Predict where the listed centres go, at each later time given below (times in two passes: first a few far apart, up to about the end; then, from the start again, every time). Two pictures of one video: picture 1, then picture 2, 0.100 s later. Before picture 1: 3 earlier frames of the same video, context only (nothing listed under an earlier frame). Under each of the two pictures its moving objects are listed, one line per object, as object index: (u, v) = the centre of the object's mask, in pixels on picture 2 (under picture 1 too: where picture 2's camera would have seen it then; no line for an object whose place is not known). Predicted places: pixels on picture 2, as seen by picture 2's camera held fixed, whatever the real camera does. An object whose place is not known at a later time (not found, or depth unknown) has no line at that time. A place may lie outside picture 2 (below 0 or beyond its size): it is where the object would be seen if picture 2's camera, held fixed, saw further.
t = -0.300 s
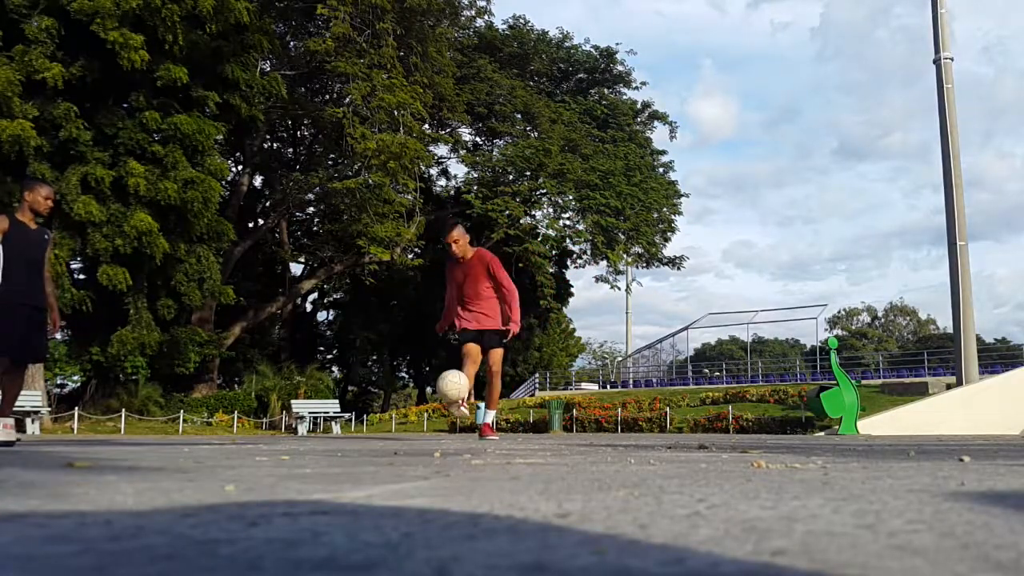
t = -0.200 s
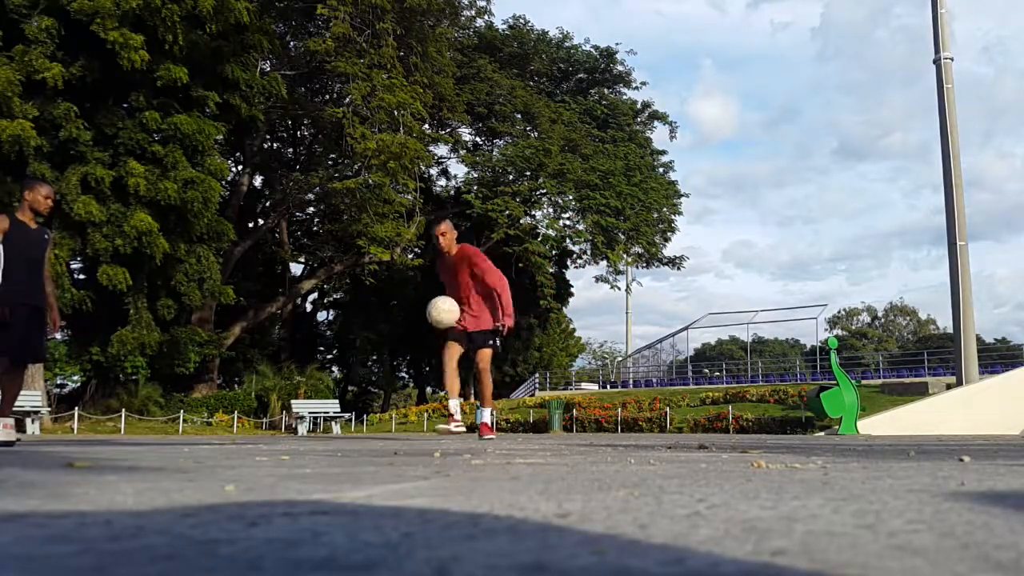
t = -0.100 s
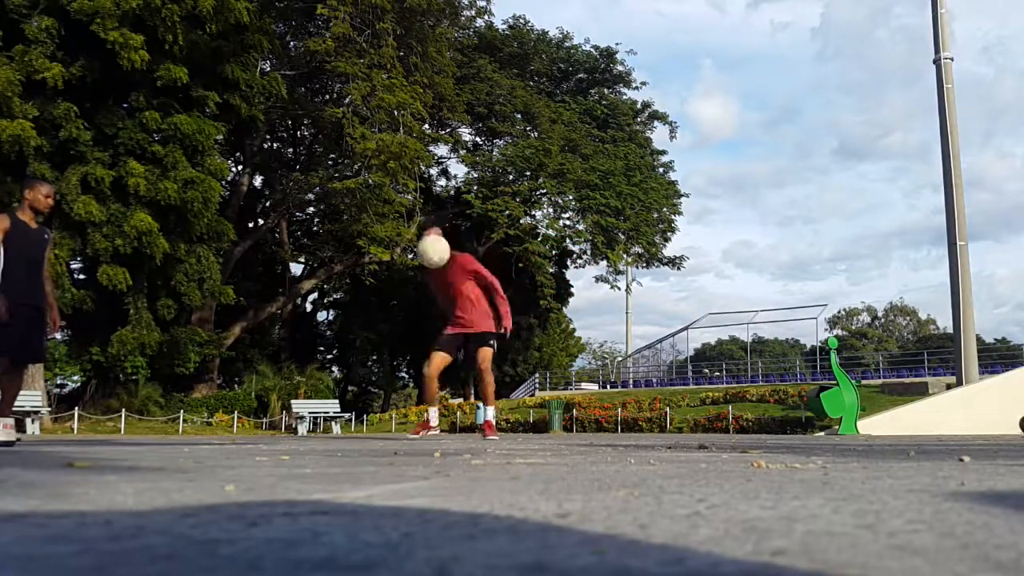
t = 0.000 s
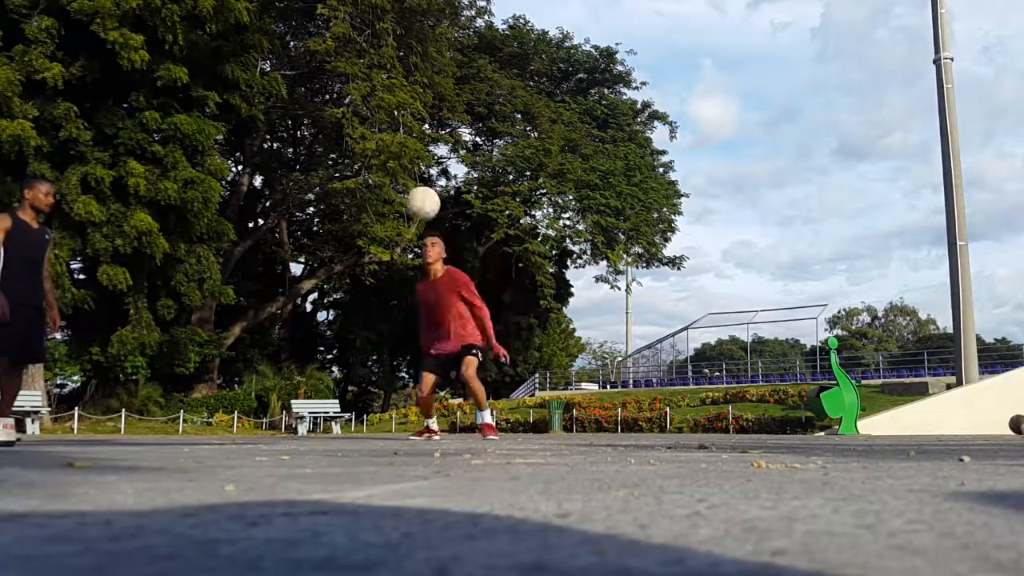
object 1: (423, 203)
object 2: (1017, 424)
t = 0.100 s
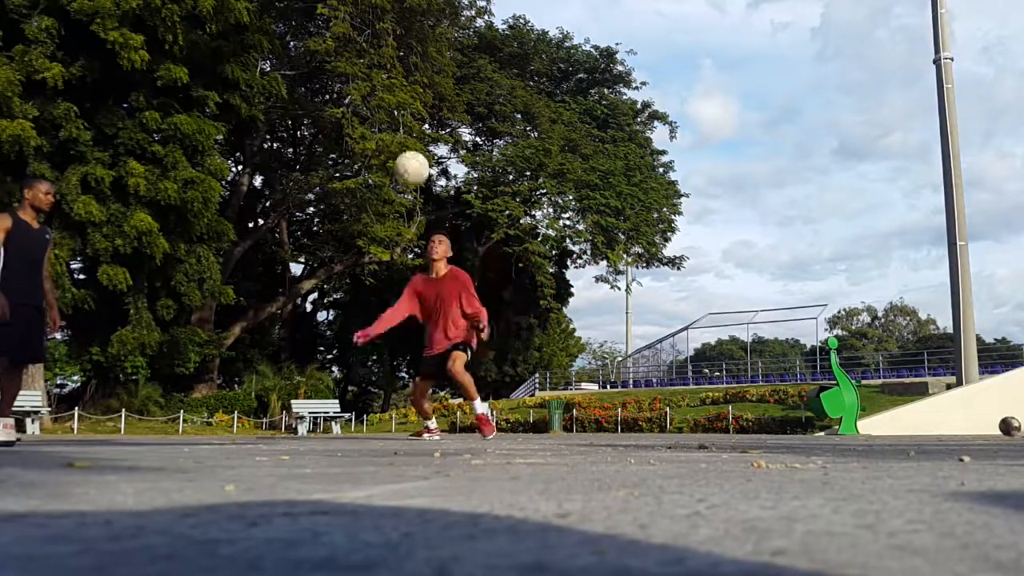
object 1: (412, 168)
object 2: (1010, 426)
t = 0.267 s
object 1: (390, 144)
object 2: (993, 427)
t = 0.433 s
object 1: (365, 167)
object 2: (978, 426)
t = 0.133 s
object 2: (1006, 426)
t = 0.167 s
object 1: (403, 154)
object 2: (1003, 425)
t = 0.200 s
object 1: (399, 149)
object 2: (999, 425)
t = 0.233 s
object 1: (394, 146)
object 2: (996, 426)
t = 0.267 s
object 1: (390, 144)
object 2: (993, 427)
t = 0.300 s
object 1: (386, 145)
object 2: (990, 426)
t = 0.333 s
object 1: (382, 147)
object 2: (987, 426)
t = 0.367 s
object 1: (376, 152)
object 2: (984, 426)
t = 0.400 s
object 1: (371, 159)
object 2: (981, 427)
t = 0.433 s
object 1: (365, 167)
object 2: (978, 426)
